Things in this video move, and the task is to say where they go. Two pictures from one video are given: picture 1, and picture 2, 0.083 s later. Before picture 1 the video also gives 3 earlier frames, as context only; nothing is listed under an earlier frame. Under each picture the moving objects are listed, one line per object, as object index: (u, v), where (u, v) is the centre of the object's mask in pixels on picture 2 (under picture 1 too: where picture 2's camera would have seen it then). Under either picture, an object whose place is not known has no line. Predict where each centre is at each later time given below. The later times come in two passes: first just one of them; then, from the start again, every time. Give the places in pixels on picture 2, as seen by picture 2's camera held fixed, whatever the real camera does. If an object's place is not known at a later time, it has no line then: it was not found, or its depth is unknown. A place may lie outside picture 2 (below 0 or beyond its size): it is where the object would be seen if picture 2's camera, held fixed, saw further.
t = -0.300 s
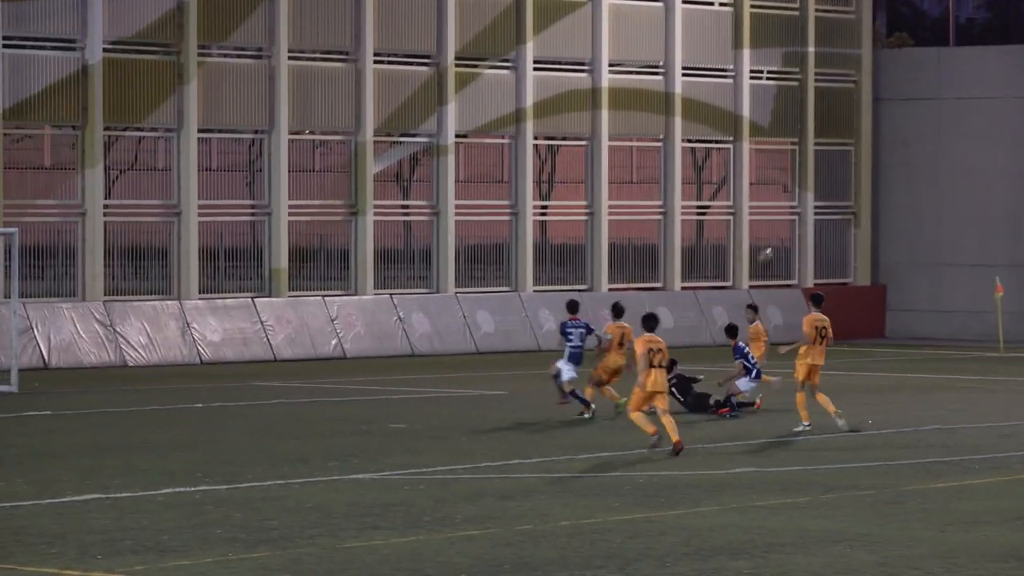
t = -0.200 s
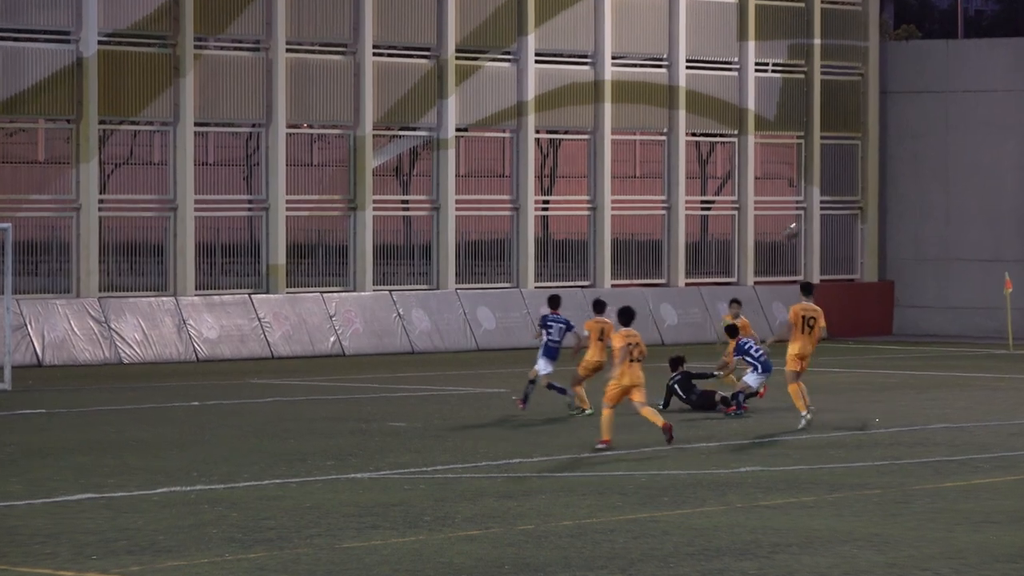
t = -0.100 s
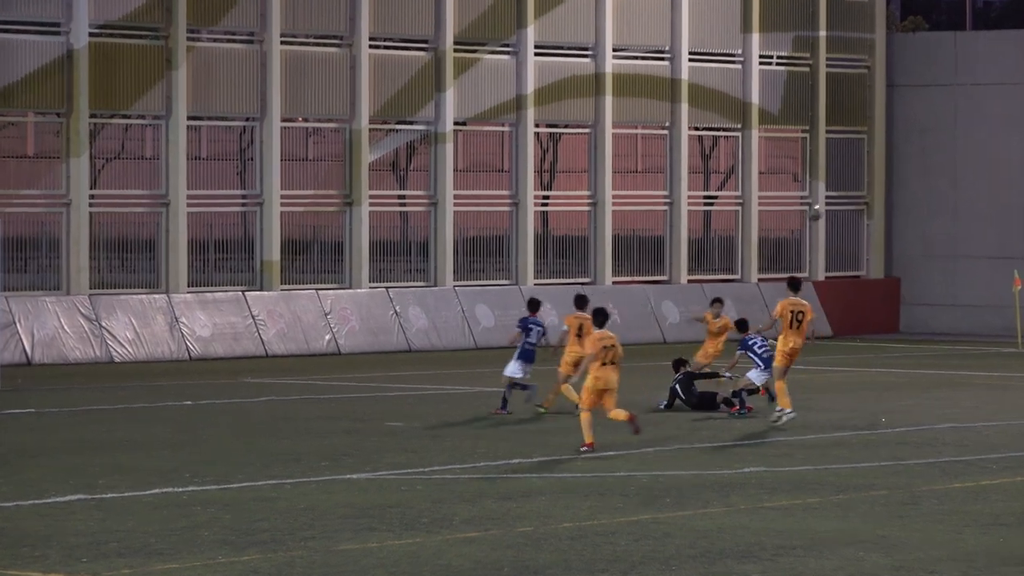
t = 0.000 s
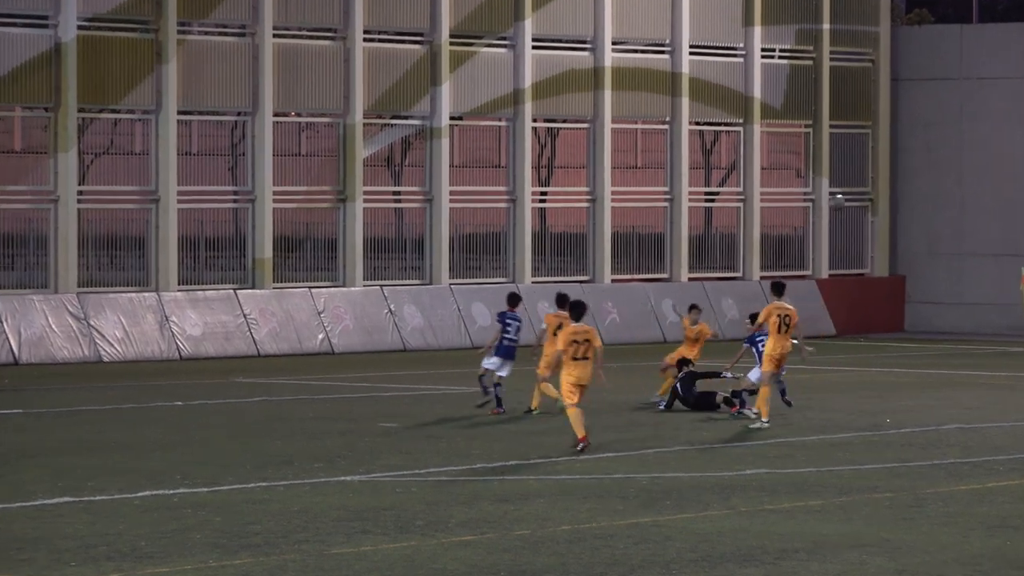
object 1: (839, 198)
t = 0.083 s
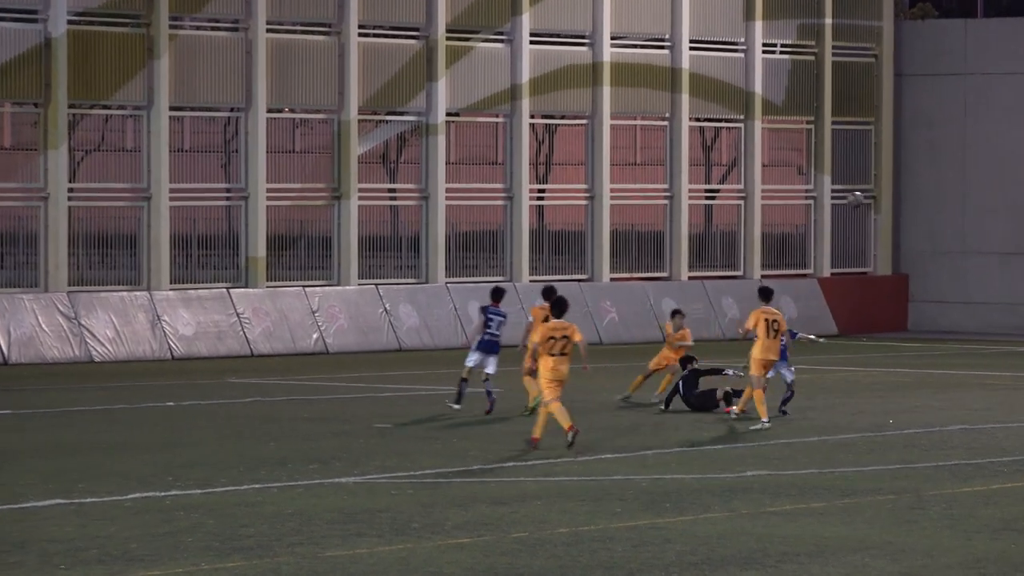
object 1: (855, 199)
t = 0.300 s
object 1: (896, 223)
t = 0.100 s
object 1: (859, 198)
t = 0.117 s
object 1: (862, 201)
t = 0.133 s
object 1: (865, 201)
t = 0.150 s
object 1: (867, 203)
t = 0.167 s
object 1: (870, 205)
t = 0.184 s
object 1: (874, 208)
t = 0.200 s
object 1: (877, 209)
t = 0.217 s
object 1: (880, 211)
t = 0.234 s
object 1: (884, 214)
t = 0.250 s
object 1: (887, 216)
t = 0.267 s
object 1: (890, 218)
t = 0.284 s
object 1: (892, 221)
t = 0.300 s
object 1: (896, 223)
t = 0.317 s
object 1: (898, 226)
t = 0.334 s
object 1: (901, 229)
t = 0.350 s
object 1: (904, 233)
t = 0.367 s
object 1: (907, 237)
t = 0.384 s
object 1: (911, 241)
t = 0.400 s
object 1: (913, 245)
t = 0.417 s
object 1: (915, 250)
